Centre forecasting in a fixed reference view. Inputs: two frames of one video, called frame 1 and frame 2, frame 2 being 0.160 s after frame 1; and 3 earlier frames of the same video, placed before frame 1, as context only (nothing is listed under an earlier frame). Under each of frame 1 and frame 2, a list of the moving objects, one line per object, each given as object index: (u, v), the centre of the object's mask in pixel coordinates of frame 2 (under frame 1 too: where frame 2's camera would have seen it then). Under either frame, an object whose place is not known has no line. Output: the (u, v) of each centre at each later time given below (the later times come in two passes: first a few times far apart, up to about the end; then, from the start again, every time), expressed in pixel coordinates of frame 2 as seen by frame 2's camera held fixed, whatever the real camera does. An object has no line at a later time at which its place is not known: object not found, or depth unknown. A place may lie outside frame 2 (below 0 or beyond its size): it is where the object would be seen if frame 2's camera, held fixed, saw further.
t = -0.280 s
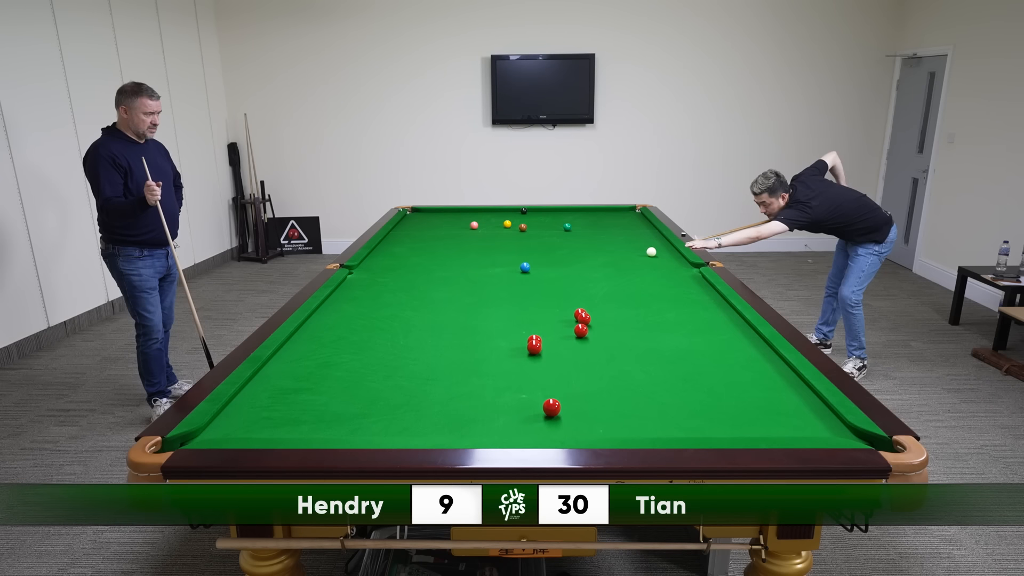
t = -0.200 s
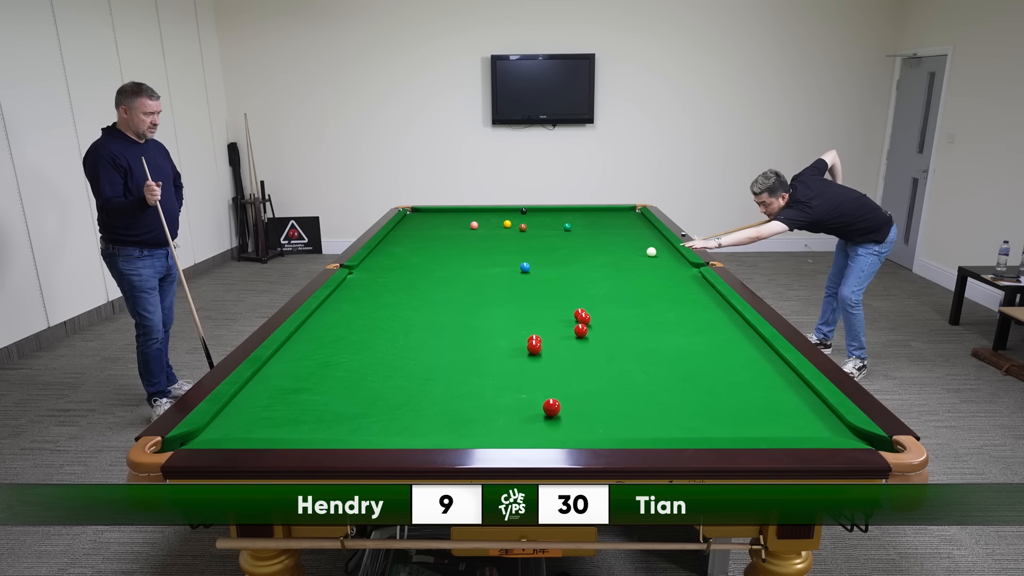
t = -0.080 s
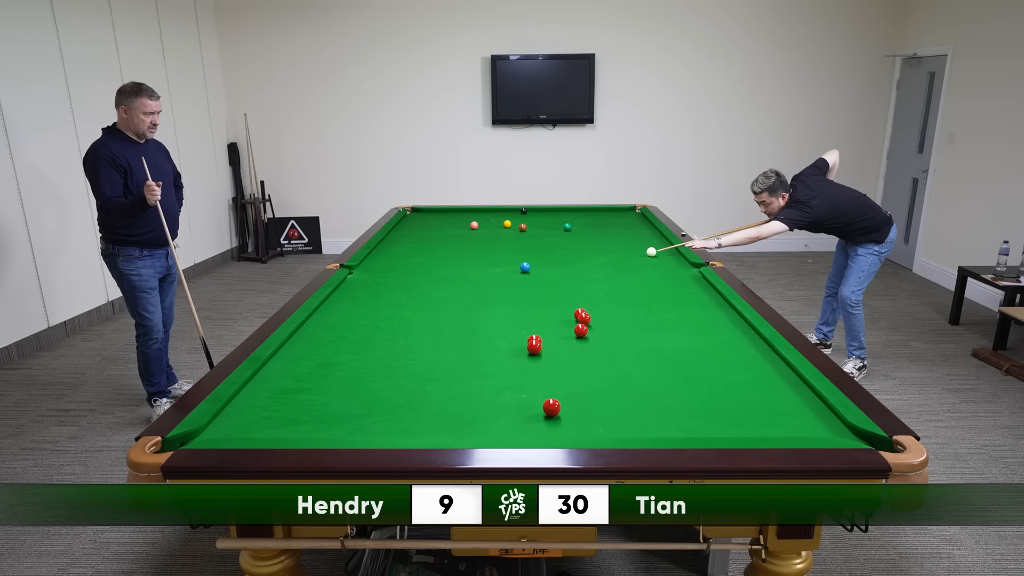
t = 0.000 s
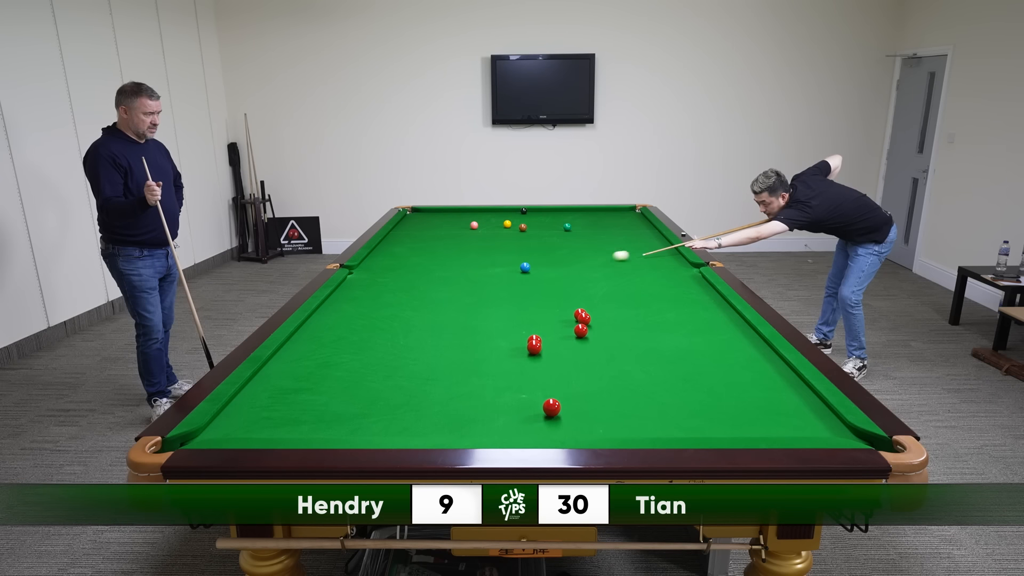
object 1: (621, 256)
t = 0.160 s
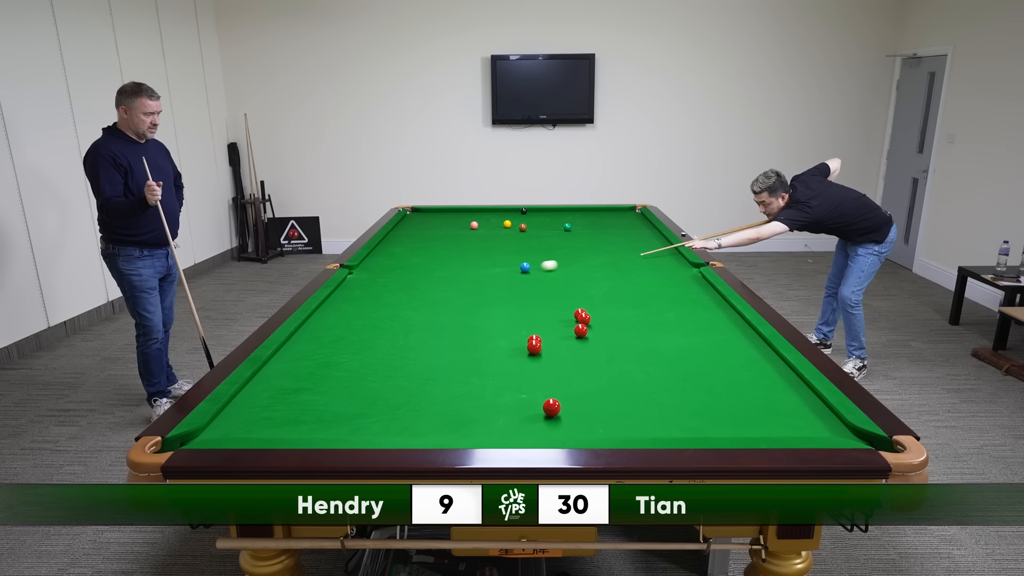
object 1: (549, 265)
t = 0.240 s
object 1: (534, 270)
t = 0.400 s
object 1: (529, 279)
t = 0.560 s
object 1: (523, 288)
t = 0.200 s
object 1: (535, 268)
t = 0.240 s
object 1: (534, 270)
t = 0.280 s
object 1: (533, 273)
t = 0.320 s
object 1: (532, 275)
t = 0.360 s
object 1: (530, 277)
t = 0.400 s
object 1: (529, 279)
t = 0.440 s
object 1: (527, 281)
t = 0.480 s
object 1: (526, 283)
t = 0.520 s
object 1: (525, 285)
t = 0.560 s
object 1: (523, 288)
